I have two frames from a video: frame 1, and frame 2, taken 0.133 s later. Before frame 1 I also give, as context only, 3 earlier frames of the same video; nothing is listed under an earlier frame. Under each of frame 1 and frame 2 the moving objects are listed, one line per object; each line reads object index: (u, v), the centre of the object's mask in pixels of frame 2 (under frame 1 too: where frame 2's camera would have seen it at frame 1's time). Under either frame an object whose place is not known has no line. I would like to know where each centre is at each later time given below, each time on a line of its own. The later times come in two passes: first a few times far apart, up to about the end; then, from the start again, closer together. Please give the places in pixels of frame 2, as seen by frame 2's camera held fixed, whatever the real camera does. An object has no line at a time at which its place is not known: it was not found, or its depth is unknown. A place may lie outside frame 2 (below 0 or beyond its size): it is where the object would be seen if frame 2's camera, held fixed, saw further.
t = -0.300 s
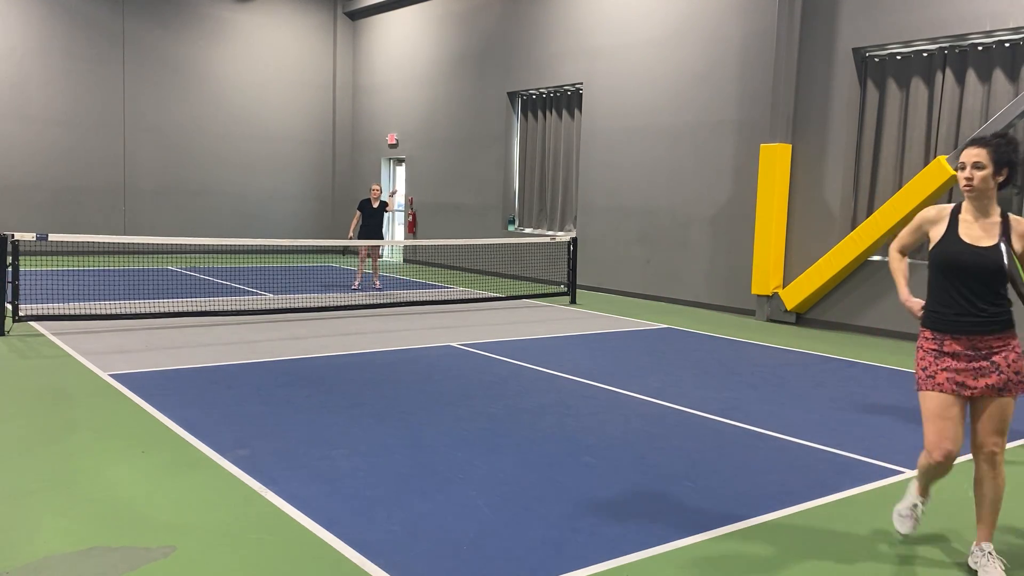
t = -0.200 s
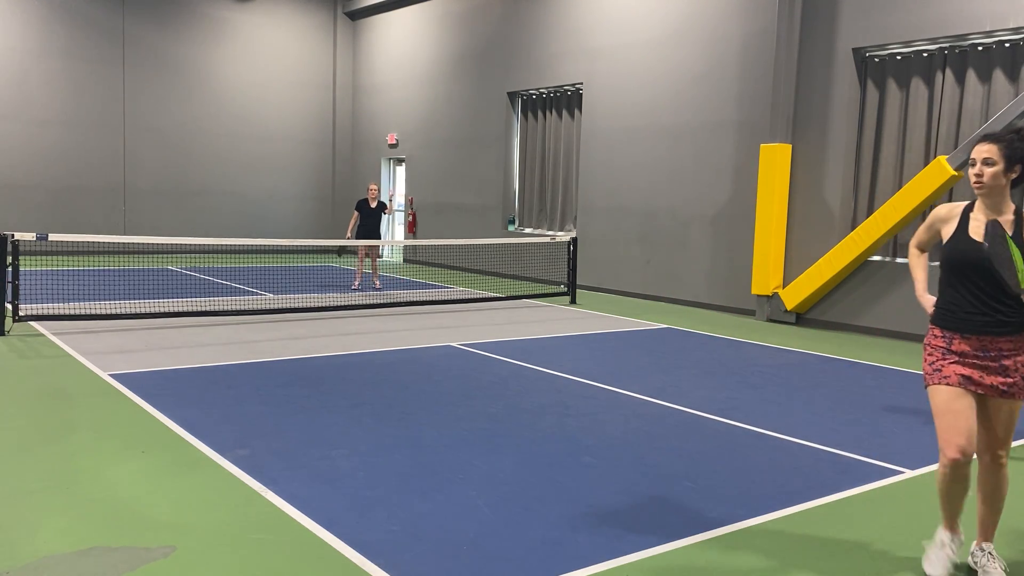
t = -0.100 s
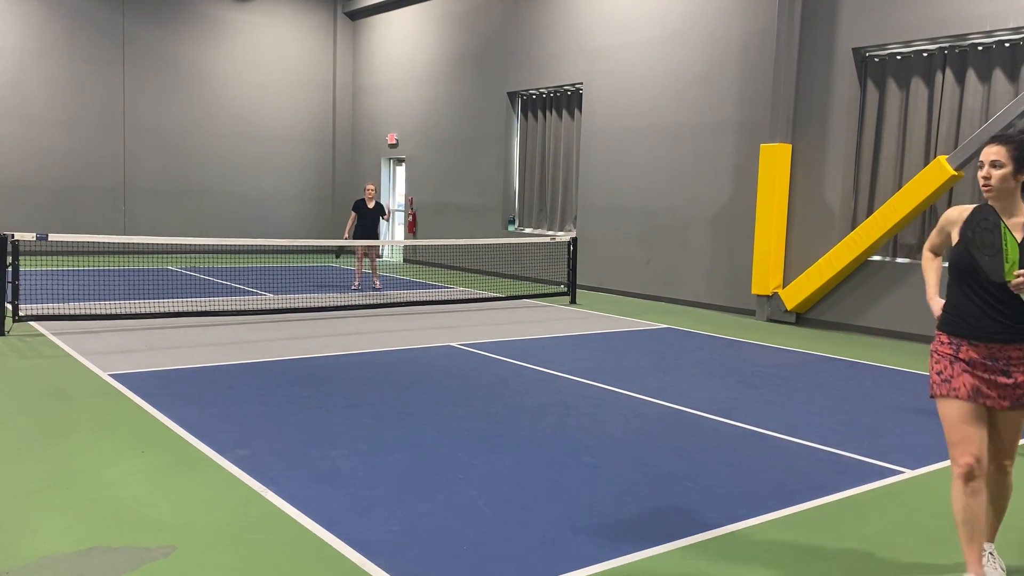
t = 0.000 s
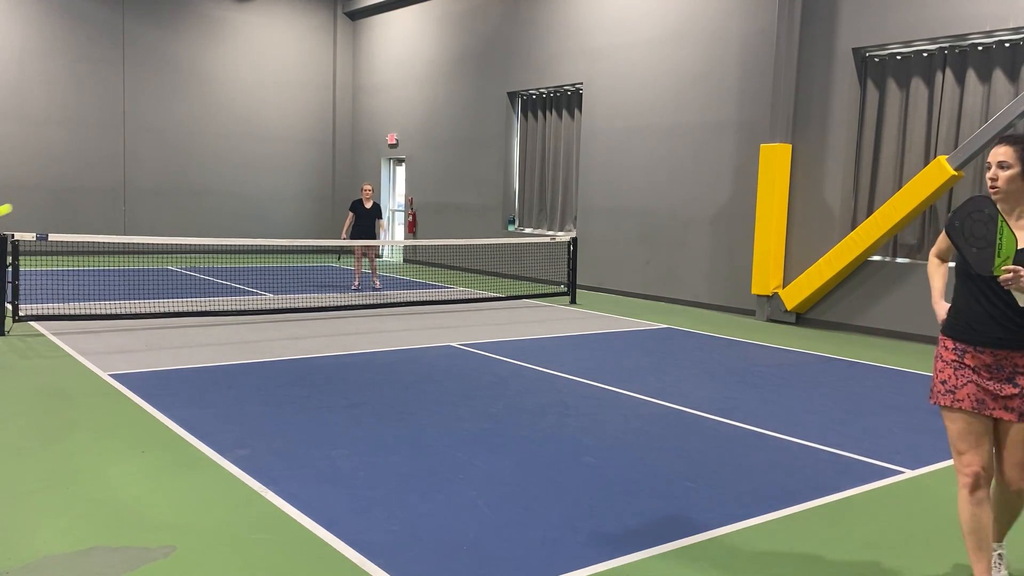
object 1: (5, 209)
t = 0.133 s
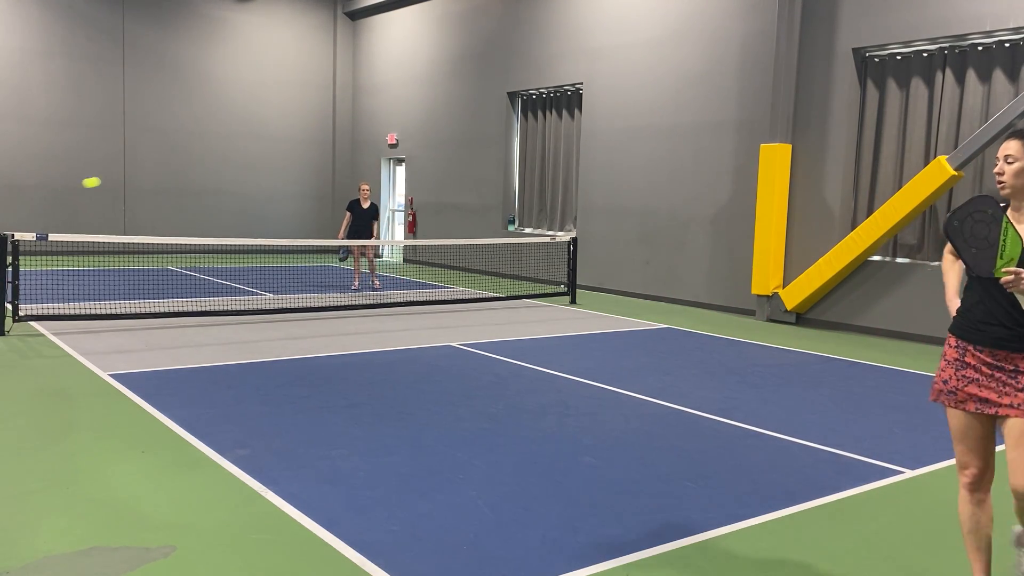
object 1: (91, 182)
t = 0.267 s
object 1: (180, 178)
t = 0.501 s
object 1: (339, 227)
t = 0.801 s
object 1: (531, 379)
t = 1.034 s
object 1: (632, 311)
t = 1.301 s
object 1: (750, 325)
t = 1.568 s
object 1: (865, 399)
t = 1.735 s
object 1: (945, 370)
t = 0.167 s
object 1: (114, 179)
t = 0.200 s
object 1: (135, 177)
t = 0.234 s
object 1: (158, 177)
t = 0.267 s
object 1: (180, 178)
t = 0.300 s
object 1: (203, 180)
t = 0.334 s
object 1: (226, 184)
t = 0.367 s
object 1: (249, 190)
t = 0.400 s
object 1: (271, 197)
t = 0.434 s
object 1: (294, 205)
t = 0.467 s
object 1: (317, 216)
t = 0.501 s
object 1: (339, 227)
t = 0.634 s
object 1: (427, 287)
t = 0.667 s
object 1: (448, 306)
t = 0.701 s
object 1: (470, 326)
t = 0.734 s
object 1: (492, 348)
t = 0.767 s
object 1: (512, 370)
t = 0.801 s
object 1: (531, 379)
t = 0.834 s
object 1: (546, 364)
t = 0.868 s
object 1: (560, 352)
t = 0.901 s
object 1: (574, 341)
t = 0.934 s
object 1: (588, 331)
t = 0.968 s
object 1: (603, 322)
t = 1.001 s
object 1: (618, 315)
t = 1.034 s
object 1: (632, 311)
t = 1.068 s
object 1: (647, 307)
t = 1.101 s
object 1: (662, 305)
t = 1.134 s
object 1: (677, 304)
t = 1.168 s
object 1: (691, 305)
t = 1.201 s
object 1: (706, 307)
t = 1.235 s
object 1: (721, 312)
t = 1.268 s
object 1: (735, 318)
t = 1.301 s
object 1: (750, 325)
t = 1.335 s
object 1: (765, 334)
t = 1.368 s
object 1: (778, 344)
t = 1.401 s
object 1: (793, 357)
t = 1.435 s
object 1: (807, 371)
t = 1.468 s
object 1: (821, 386)
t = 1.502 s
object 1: (834, 403)
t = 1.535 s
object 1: (849, 410)
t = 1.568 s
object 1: (865, 399)
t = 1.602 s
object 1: (881, 390)
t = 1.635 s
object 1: (897, 382)
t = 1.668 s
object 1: (912, 377)
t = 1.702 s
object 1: (929, 372)
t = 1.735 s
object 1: (945, 370)
